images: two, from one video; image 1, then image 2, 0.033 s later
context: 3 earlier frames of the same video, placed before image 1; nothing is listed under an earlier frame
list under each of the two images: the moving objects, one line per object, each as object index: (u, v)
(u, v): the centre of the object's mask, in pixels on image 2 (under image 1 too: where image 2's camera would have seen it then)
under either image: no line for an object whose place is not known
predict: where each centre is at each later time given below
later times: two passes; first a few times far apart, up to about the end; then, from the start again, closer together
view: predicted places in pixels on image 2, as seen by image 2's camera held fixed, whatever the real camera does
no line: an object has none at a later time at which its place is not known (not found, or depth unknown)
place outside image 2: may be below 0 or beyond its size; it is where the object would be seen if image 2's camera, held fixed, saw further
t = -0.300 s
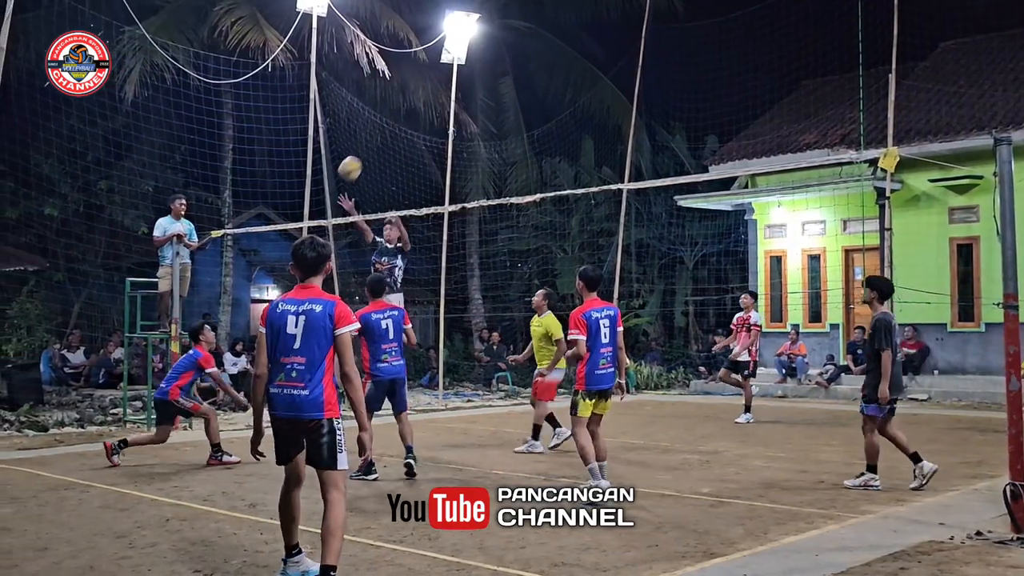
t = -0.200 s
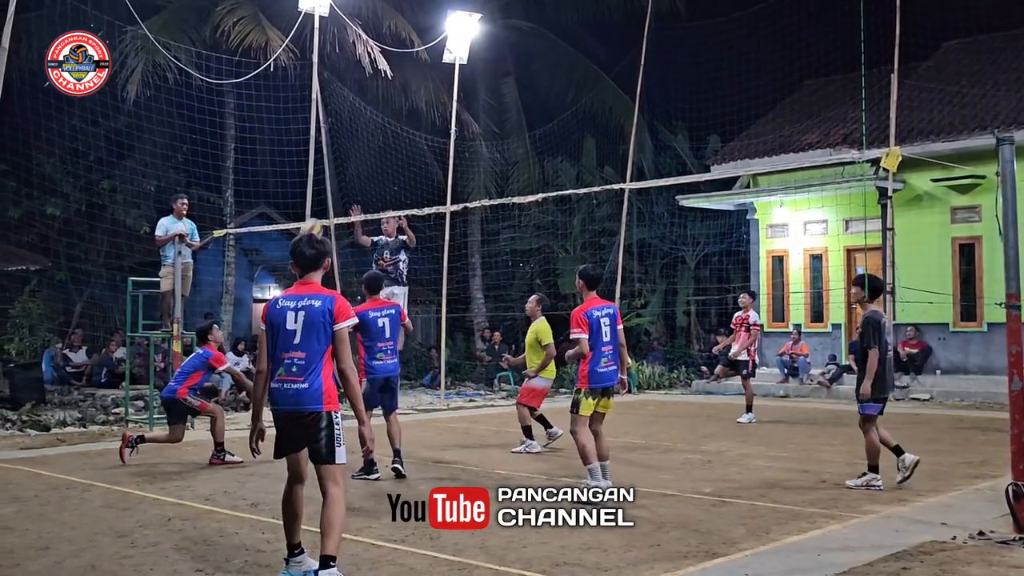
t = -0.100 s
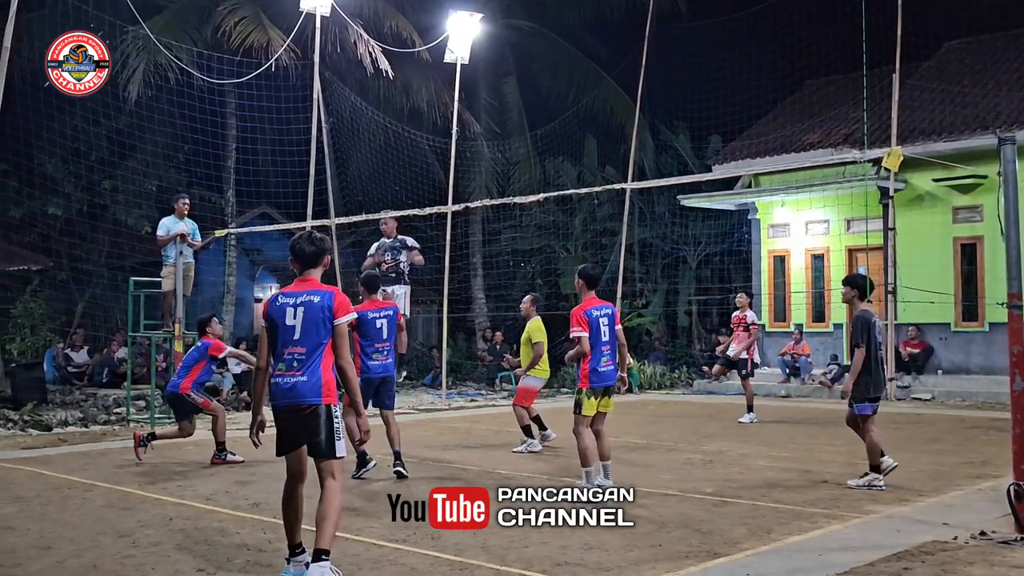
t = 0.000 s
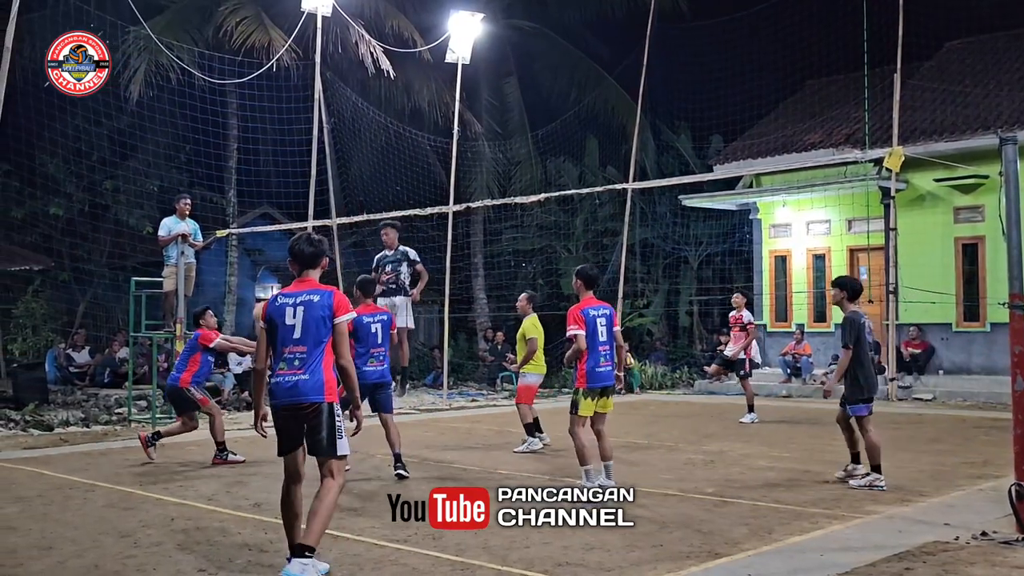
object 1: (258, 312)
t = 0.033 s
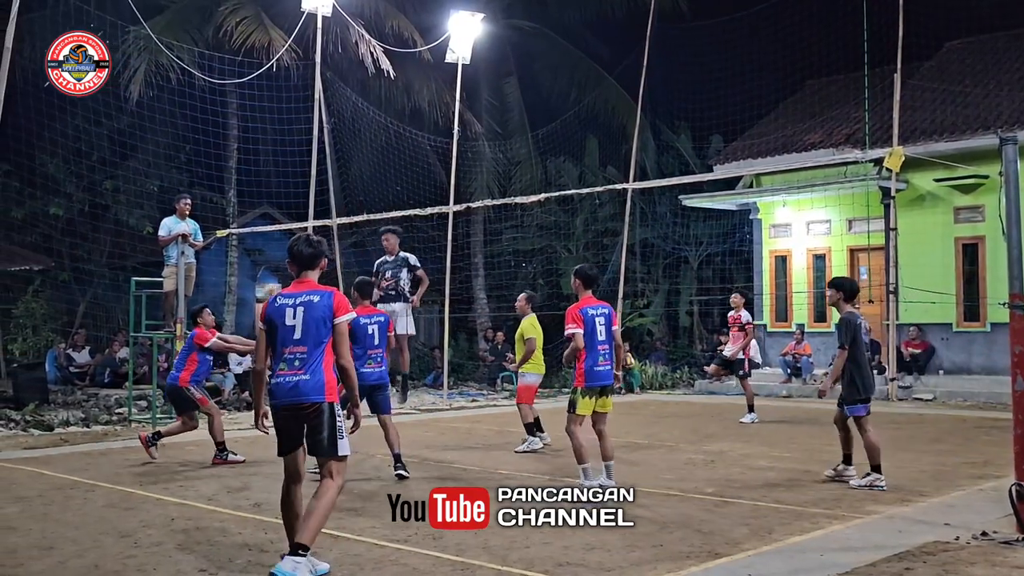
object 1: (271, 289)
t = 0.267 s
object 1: (316, 198)
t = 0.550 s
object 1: (371, 154)
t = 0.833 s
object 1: (430, 196)
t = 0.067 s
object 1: (278, 278)
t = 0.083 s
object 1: (279, 271)
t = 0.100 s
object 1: (278, 262)
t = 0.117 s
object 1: (279, 254)
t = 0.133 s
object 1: (287, 242)
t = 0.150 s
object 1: (293, 237)
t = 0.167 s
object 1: (296, 233)
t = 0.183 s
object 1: (298, 228)
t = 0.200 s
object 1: (302, 220)
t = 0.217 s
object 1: (306, 214)
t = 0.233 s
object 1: (309, 209)
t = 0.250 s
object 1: (313, 204)
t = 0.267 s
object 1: (316, 198)
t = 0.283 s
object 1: (319, 193)
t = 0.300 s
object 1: (323, 189)
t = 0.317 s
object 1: (326, 184)
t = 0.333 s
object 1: (329, 180)
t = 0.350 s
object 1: (332, 177)
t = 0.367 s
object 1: (335, 173)
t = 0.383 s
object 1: (339, 170)
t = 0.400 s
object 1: (342, 167)
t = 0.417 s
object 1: (345, 164)
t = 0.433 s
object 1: (348, 162)
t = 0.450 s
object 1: (351, 160)
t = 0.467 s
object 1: (354, 159)
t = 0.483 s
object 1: (358, 157)
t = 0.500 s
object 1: (361, 156)
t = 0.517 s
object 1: (365, 155)
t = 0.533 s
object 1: (368, 154)
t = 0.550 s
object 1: (371, 154)
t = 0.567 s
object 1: (375, 154)
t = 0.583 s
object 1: (378, 154)
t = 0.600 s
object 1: (381, 155)
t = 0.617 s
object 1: (385, 156)
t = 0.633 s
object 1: (389, 157)
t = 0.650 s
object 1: (392, 158)
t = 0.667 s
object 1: (395, 160)
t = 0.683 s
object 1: (399, 162)
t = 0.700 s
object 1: (402, 165)
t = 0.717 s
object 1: (406, 168)
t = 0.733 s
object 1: (409, 171)
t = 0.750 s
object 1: (412, 174)
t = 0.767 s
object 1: (416, 178)
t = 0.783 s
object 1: (420, 182)
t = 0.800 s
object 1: (423, 186)
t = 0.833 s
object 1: (430, 196)
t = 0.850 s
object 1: (434, 201)
